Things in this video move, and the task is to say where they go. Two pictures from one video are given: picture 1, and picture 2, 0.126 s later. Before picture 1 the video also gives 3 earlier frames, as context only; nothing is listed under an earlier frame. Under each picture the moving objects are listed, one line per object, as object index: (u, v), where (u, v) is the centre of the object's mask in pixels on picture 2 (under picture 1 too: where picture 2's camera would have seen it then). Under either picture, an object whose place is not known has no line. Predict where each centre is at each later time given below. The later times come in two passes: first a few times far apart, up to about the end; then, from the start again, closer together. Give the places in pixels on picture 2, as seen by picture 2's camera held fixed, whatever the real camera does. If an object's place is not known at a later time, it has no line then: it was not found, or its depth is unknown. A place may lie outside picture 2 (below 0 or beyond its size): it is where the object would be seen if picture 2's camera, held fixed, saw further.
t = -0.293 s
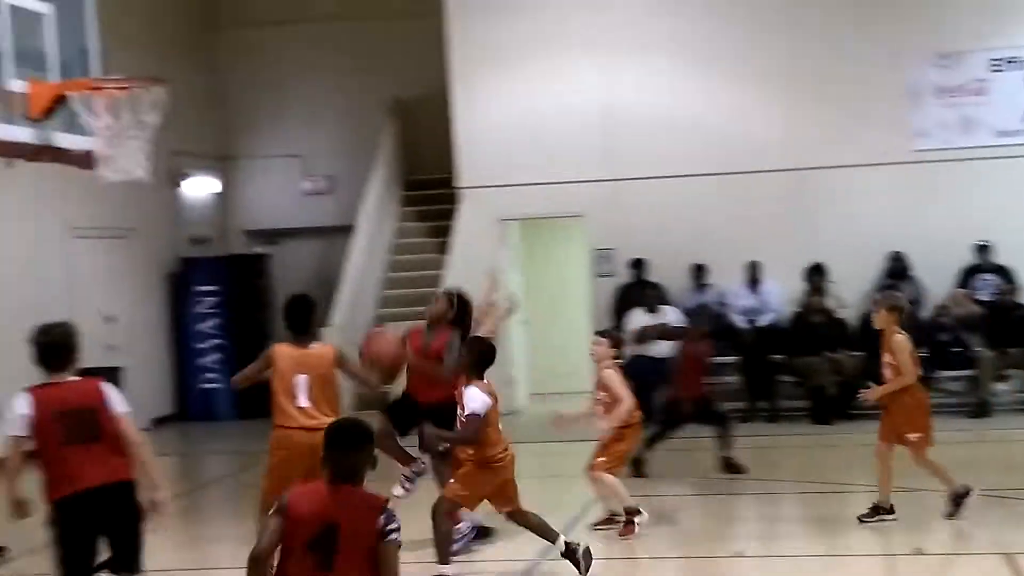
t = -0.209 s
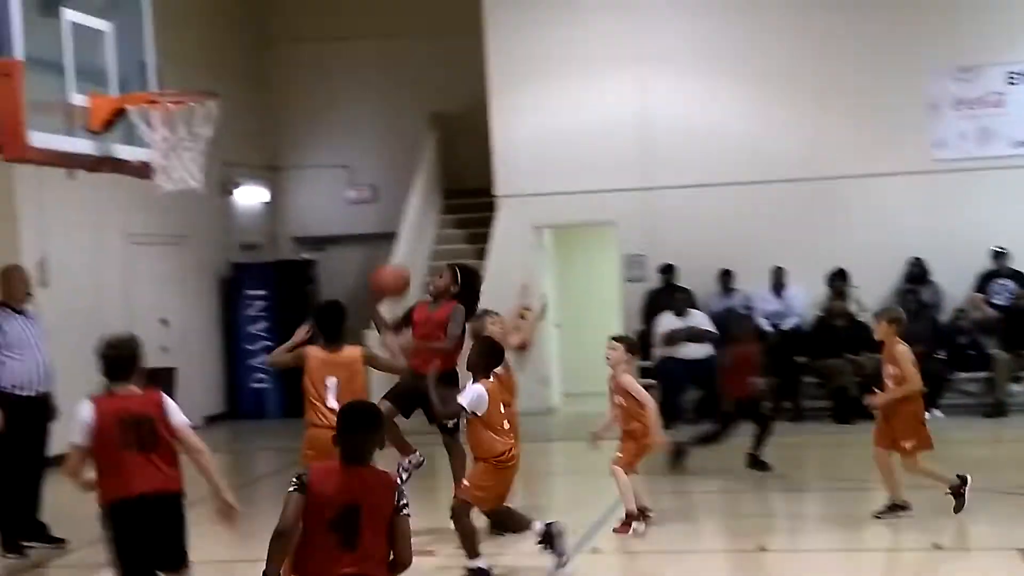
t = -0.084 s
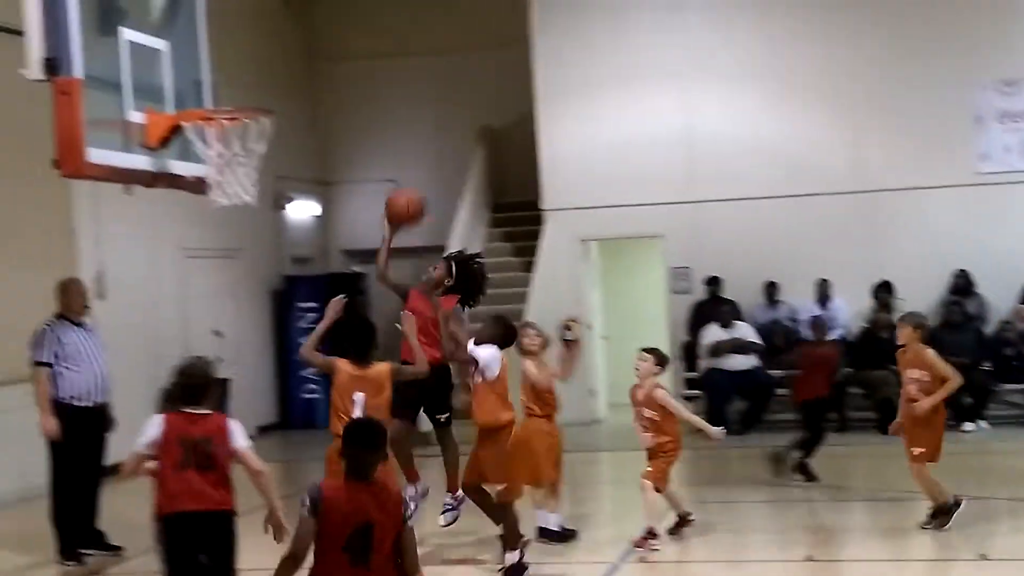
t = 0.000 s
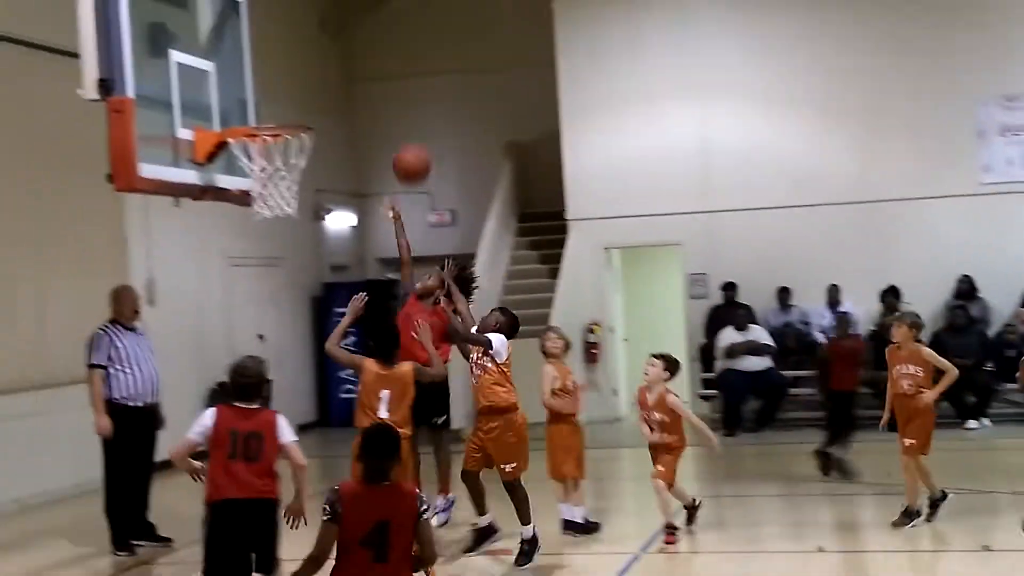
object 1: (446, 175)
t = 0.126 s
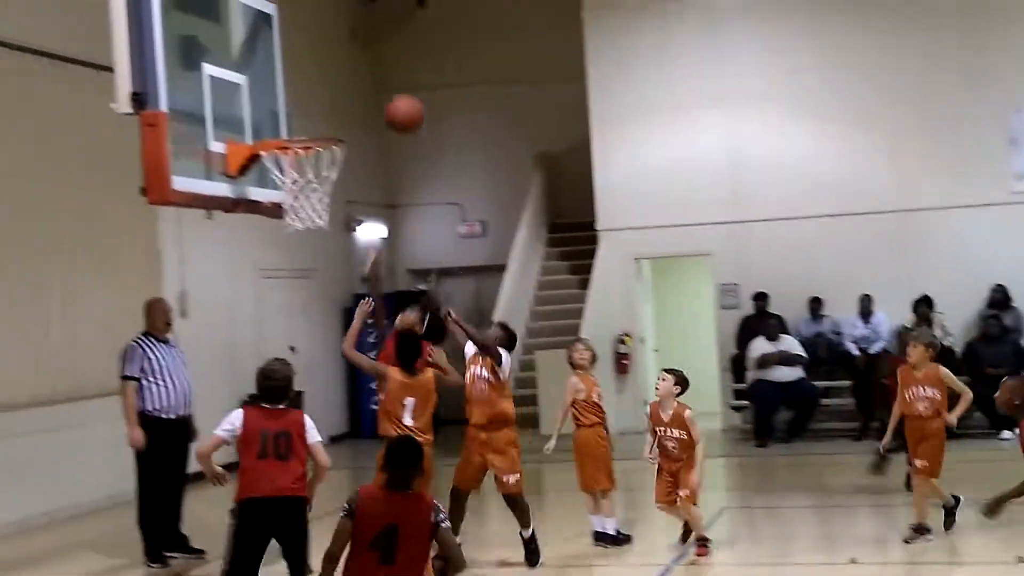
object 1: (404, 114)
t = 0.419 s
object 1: (311, 59)
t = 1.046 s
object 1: (324, 109)
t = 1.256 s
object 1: (362, 134)
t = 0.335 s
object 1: (340, 58)
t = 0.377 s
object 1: (326, 57)
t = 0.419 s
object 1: (311, 59)
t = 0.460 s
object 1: (298, 65)
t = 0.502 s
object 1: (286, 72)
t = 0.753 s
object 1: (268, 105)
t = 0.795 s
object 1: (275, 100)
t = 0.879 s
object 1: (291, 102)
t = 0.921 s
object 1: (300, 106)
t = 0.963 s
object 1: (308, 113)
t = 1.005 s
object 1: (316, 112)
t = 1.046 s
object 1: (324, 109)
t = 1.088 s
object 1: (331, 108)
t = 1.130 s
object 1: (338, 108)
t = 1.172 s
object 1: (346, 114)
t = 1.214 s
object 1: (354, 122)
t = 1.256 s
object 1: (362, 134)
